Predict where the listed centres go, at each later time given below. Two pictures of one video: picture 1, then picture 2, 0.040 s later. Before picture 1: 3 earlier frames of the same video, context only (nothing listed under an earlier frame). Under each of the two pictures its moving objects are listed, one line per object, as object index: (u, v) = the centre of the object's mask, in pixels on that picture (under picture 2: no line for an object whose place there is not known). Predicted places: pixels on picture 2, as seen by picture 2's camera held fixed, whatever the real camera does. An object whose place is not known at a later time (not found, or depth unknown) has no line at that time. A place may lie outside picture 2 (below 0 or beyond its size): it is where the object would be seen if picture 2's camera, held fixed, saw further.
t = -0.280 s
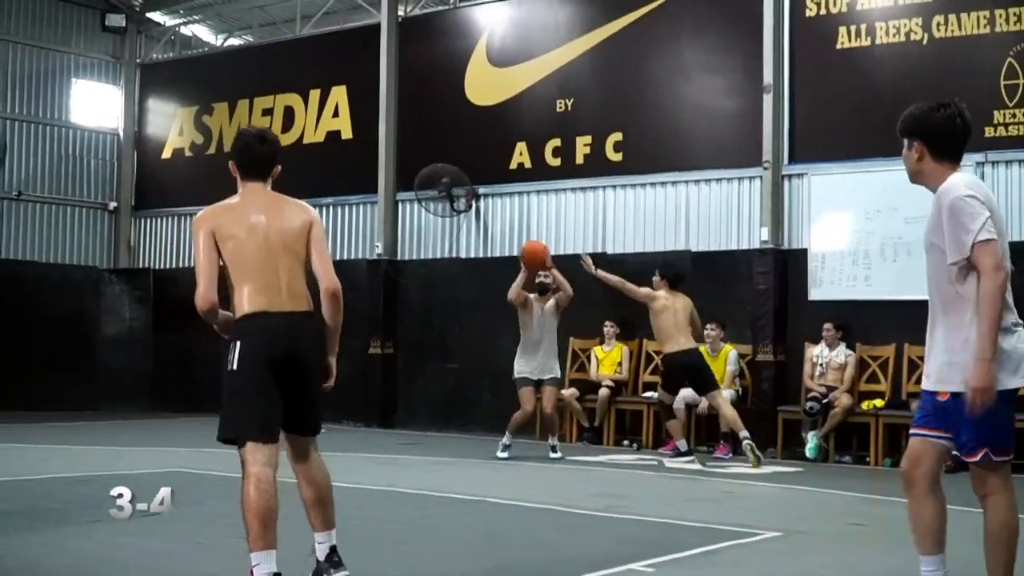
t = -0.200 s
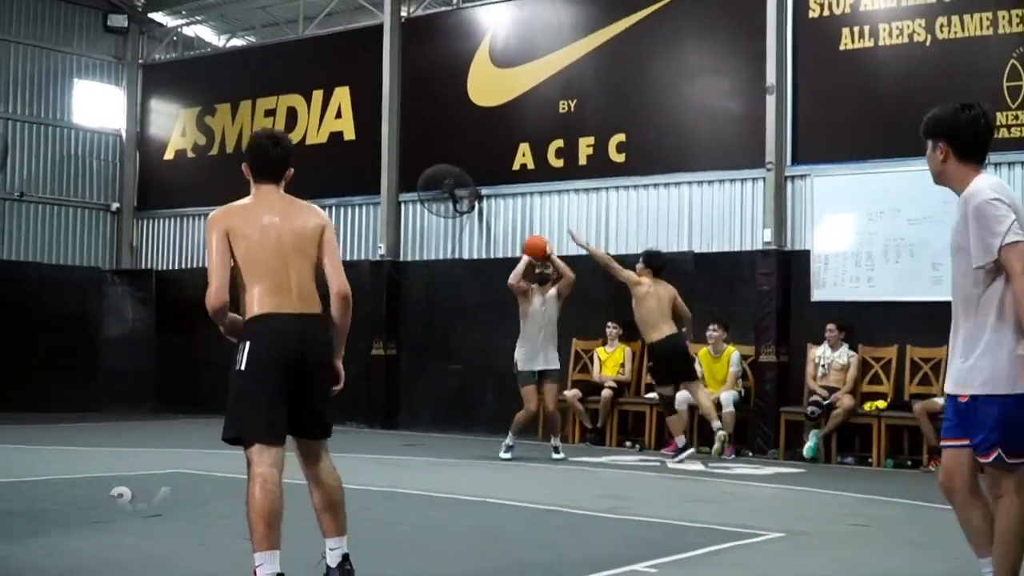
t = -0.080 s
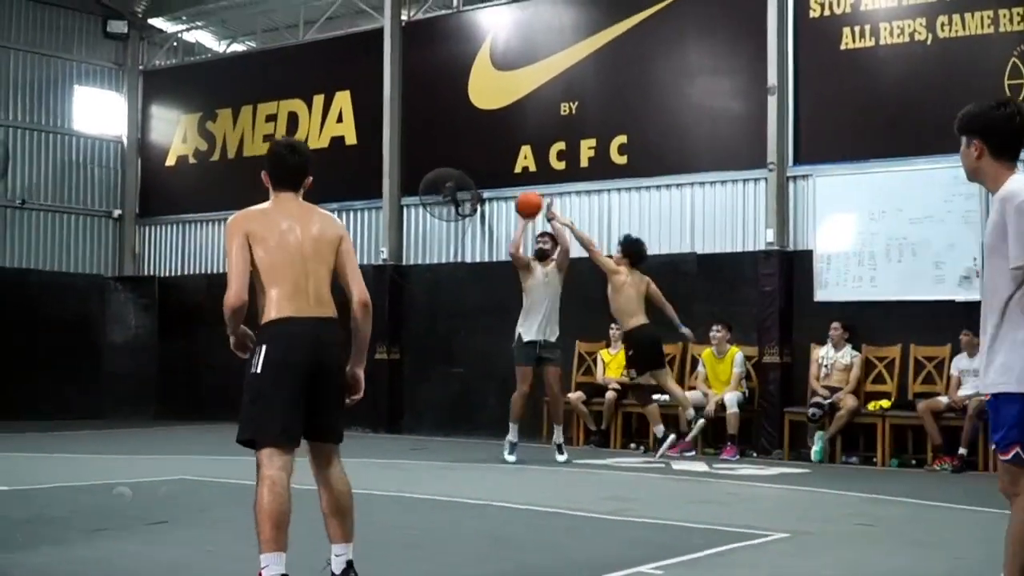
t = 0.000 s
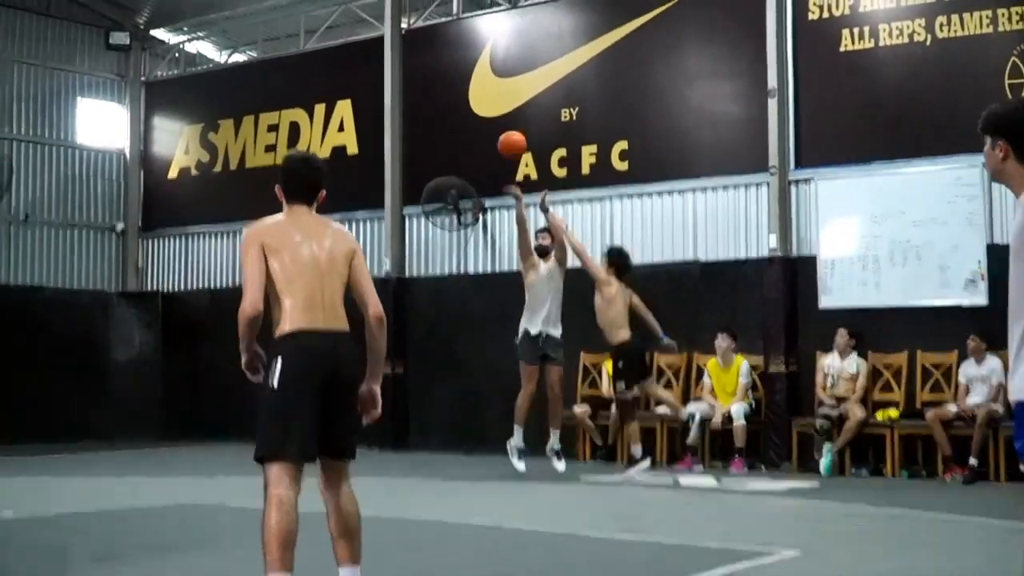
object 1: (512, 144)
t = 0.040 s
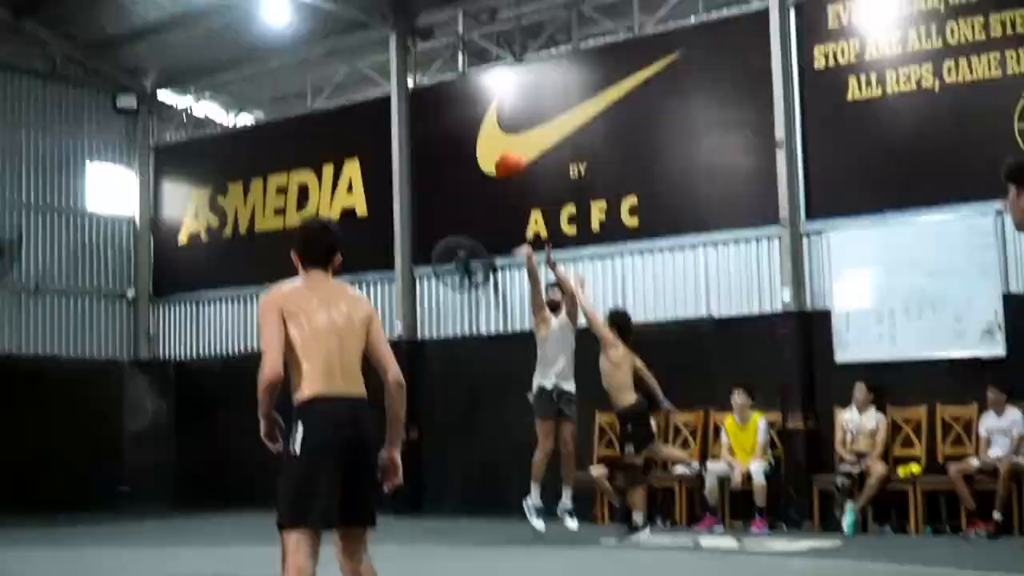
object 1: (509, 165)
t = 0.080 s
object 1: (497, 129)
